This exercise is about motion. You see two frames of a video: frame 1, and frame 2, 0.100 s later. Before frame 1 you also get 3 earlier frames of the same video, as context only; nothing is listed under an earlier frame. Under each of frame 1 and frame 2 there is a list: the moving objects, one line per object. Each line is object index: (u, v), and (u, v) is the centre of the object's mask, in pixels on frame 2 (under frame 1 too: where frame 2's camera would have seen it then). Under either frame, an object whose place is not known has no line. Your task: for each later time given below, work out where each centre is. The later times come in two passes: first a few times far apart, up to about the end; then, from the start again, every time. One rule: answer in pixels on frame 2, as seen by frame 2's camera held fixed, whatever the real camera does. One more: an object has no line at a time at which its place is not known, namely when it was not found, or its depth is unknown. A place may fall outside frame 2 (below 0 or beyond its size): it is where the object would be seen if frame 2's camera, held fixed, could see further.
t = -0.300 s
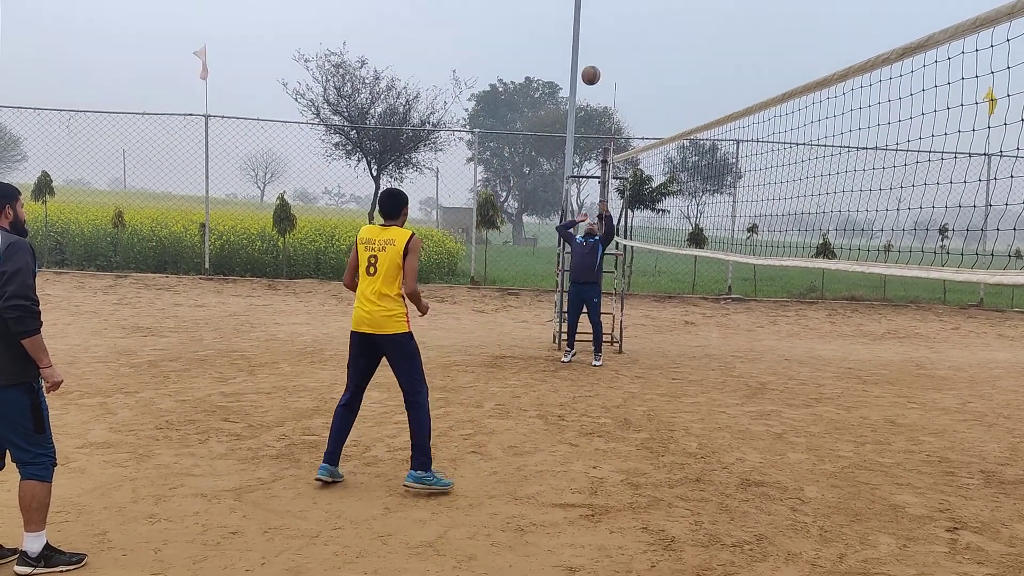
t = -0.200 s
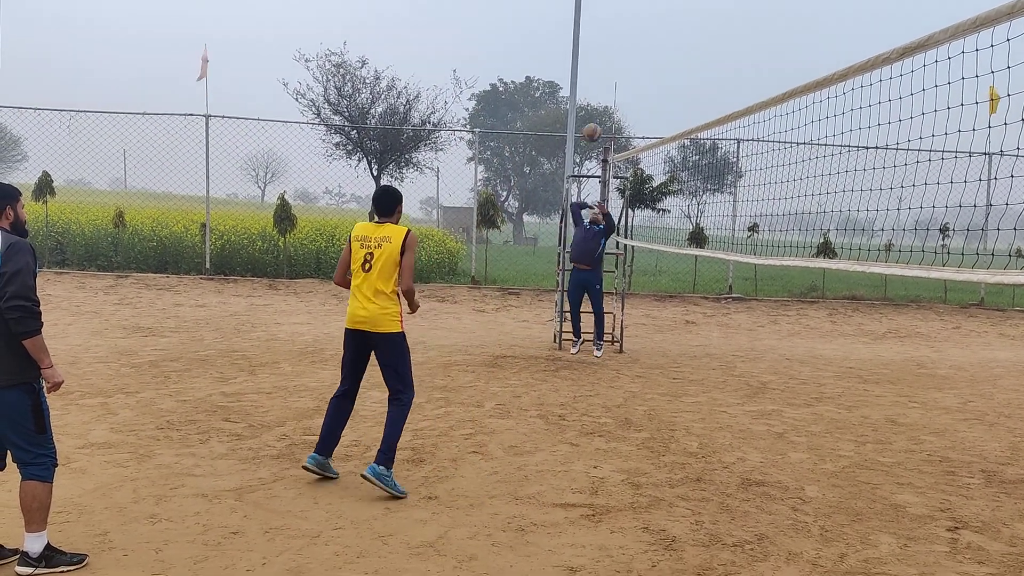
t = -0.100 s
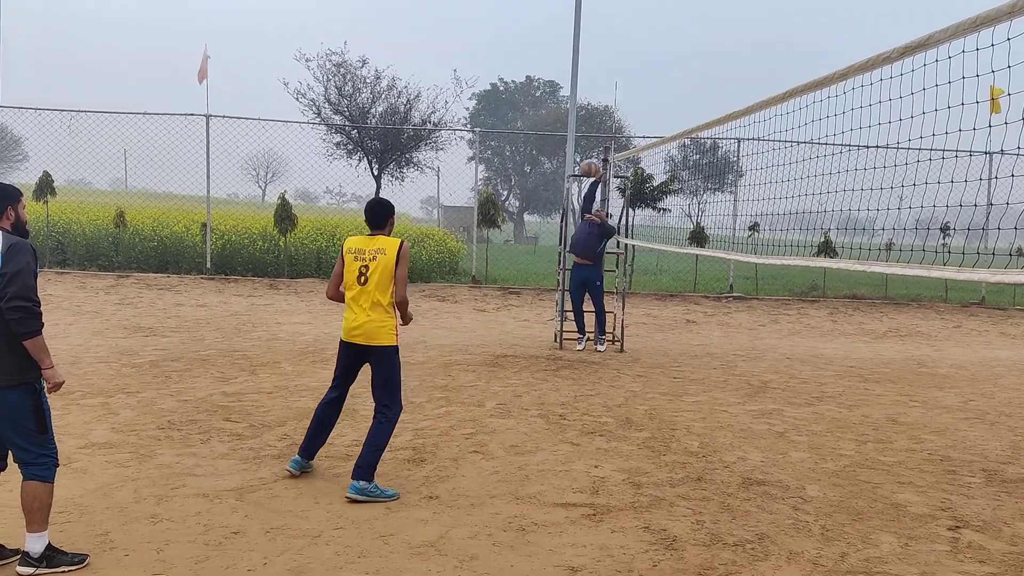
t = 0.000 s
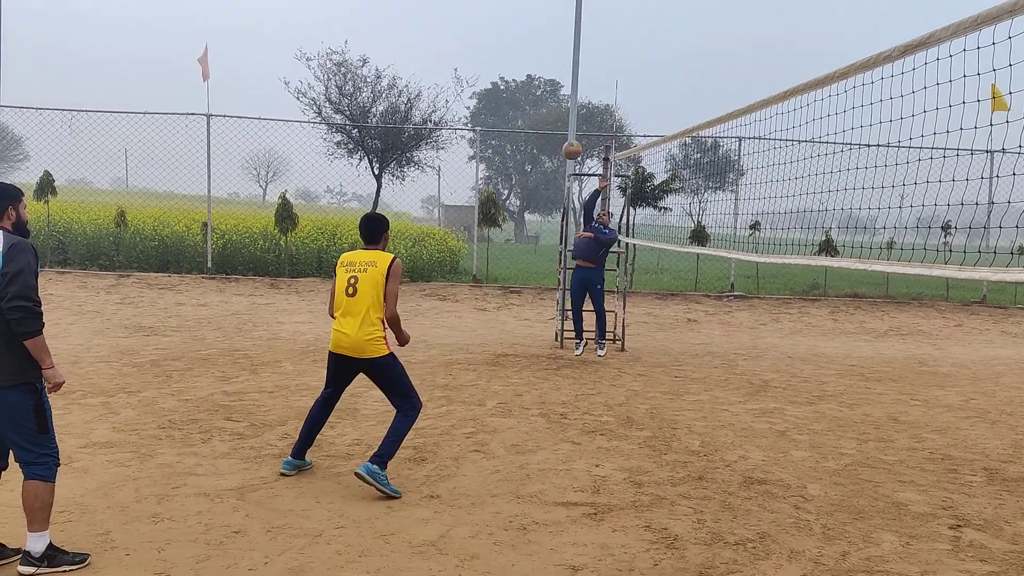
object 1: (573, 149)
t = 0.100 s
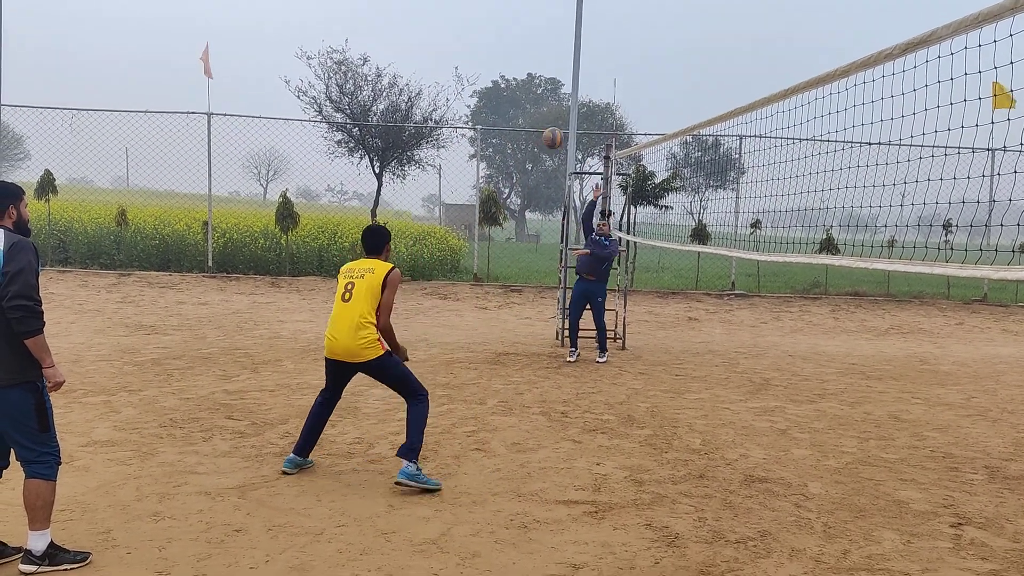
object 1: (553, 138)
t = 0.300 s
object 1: (503, 152)
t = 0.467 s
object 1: (446, 212)
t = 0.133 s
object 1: (545, 137)
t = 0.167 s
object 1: (538, 137)
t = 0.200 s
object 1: (530, 139)
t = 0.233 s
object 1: (521, 142)
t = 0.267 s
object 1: (512, 146)
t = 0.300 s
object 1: (503, 152)
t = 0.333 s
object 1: (492, 160)
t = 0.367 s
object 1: (481, 170)
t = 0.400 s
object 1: (470, 182)
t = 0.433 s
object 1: (458, 196)
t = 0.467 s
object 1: (446, 212)
